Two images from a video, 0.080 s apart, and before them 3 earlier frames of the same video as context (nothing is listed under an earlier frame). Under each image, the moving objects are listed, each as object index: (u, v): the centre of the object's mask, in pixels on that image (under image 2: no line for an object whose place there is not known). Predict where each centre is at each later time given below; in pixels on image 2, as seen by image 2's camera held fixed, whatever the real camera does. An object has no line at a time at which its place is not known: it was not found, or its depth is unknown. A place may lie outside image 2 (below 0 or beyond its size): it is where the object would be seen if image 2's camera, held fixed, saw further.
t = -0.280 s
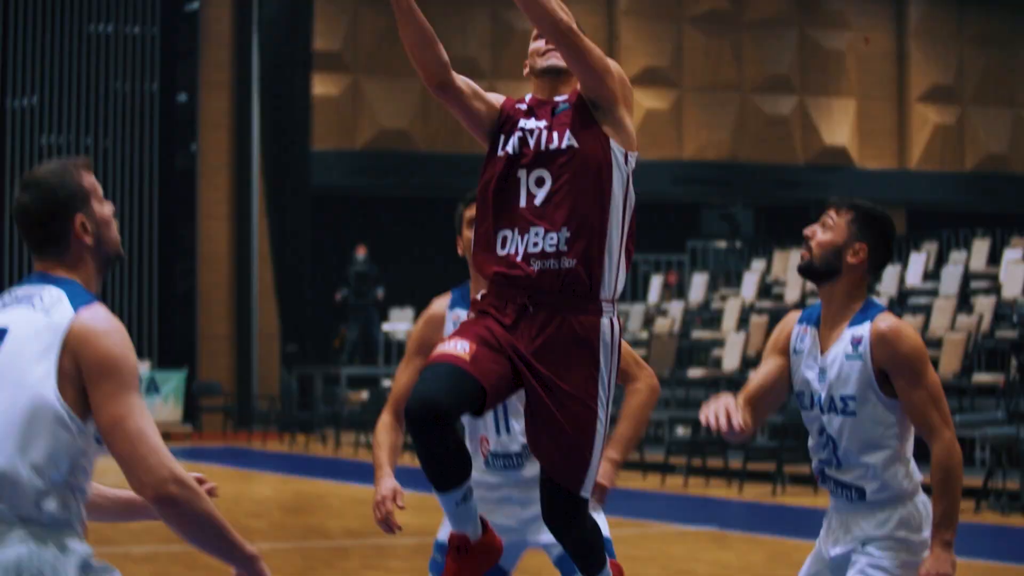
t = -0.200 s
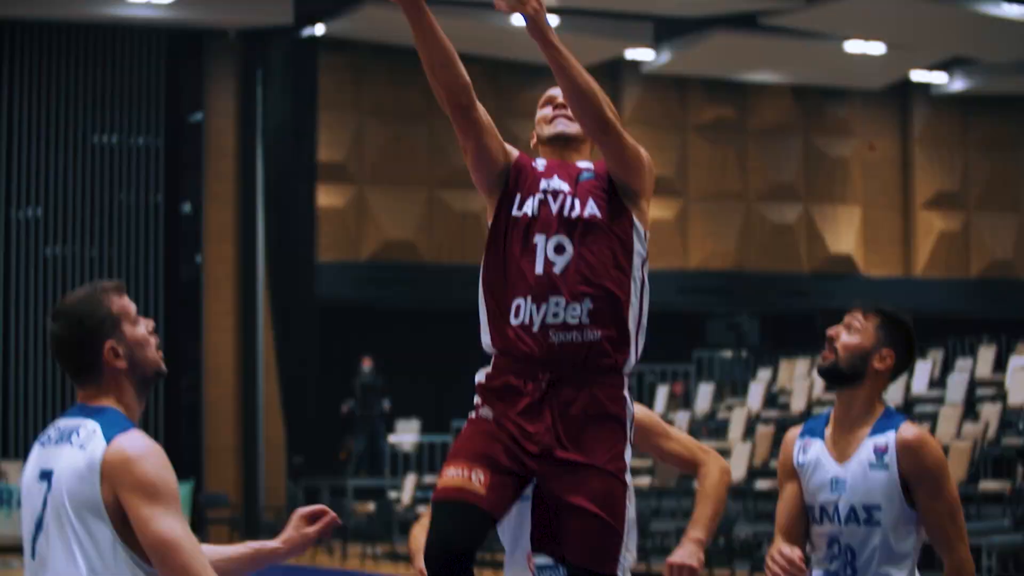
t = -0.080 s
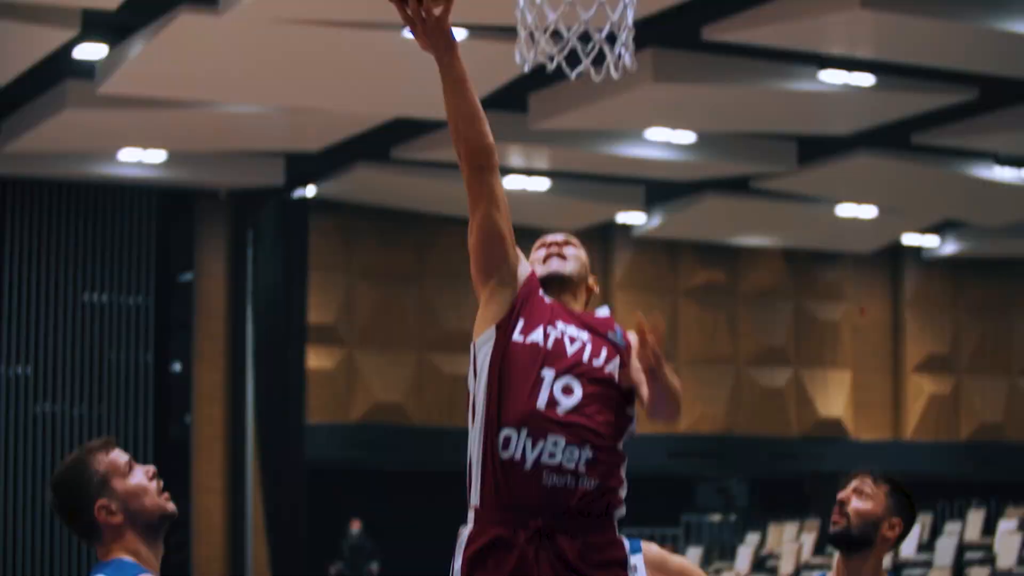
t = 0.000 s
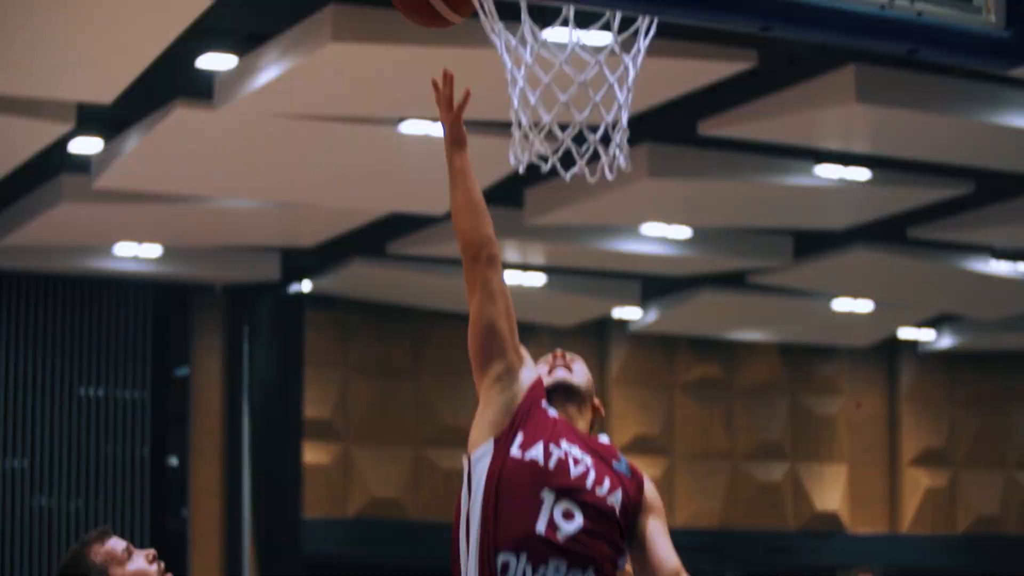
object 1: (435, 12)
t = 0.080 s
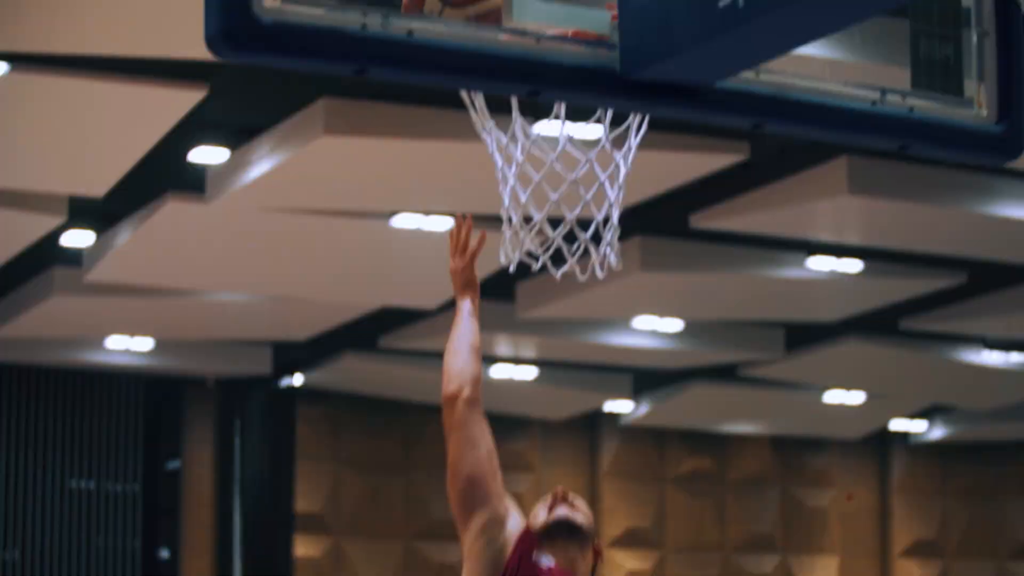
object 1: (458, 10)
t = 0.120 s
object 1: (465, -14)
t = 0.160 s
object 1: (472, -25)
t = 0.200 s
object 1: (479, -31)
